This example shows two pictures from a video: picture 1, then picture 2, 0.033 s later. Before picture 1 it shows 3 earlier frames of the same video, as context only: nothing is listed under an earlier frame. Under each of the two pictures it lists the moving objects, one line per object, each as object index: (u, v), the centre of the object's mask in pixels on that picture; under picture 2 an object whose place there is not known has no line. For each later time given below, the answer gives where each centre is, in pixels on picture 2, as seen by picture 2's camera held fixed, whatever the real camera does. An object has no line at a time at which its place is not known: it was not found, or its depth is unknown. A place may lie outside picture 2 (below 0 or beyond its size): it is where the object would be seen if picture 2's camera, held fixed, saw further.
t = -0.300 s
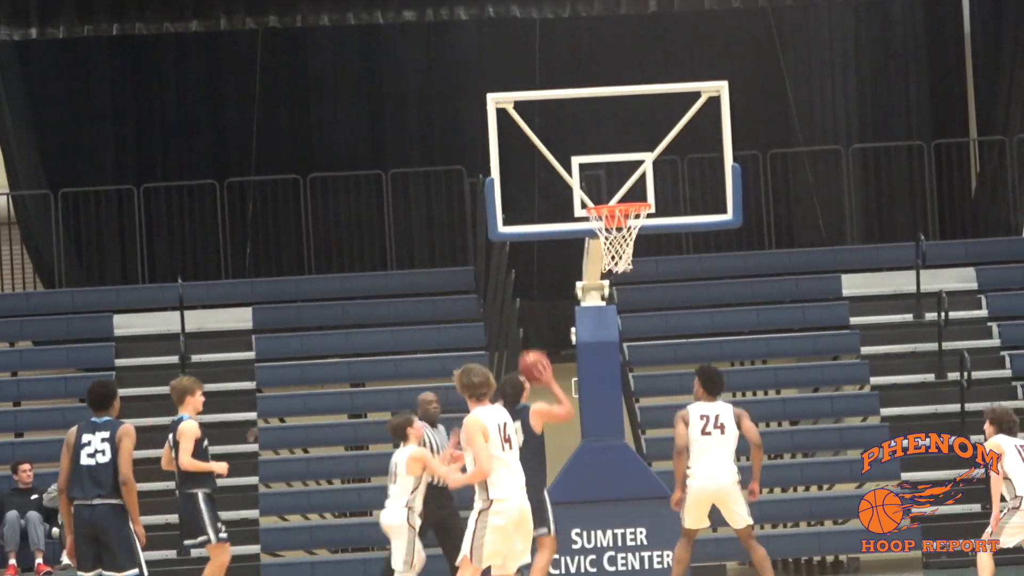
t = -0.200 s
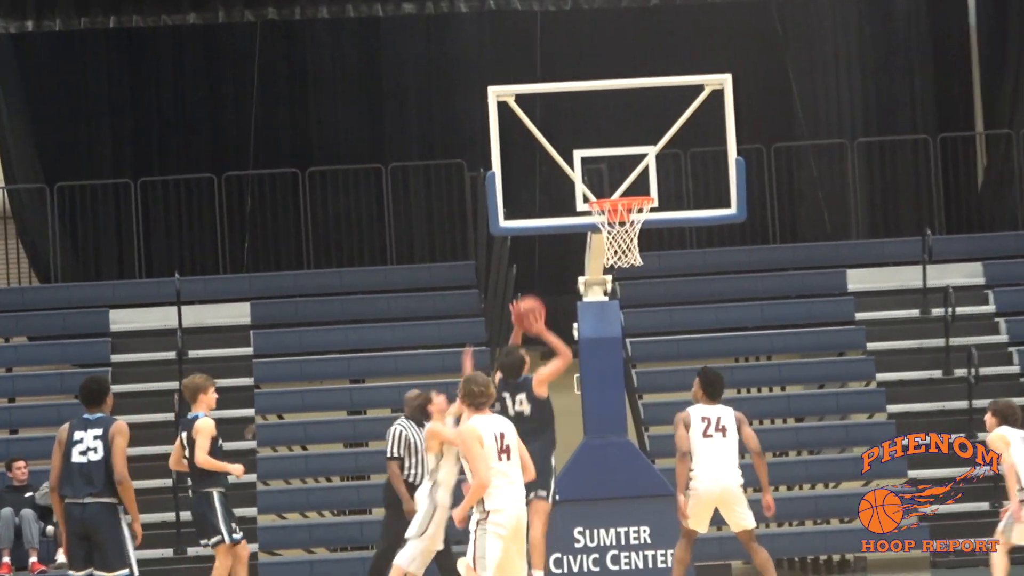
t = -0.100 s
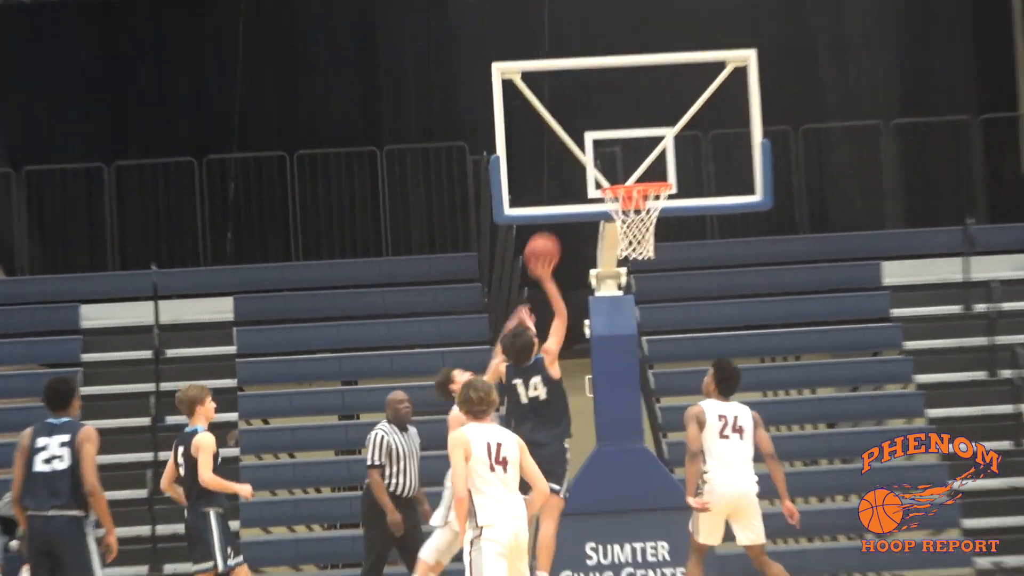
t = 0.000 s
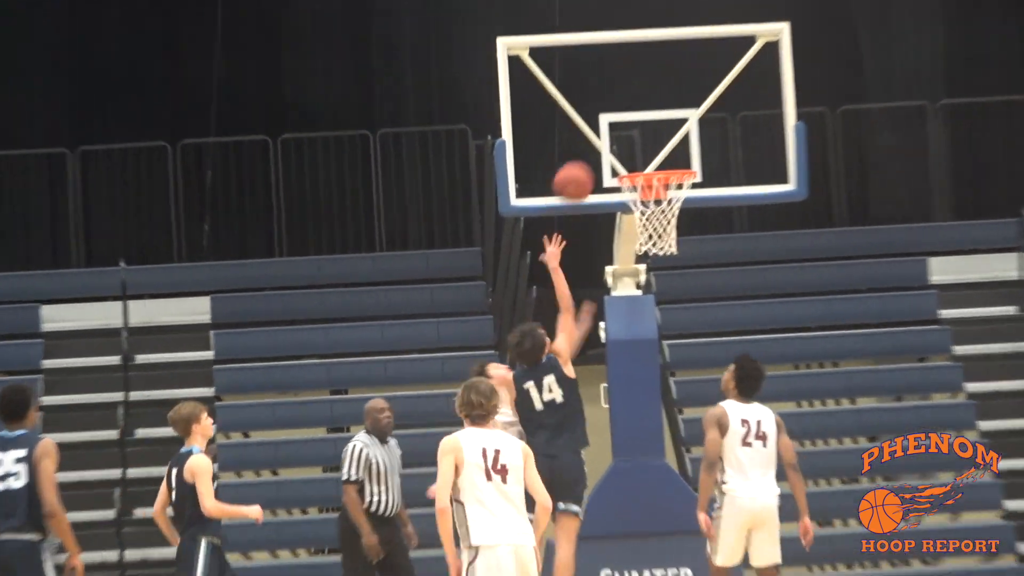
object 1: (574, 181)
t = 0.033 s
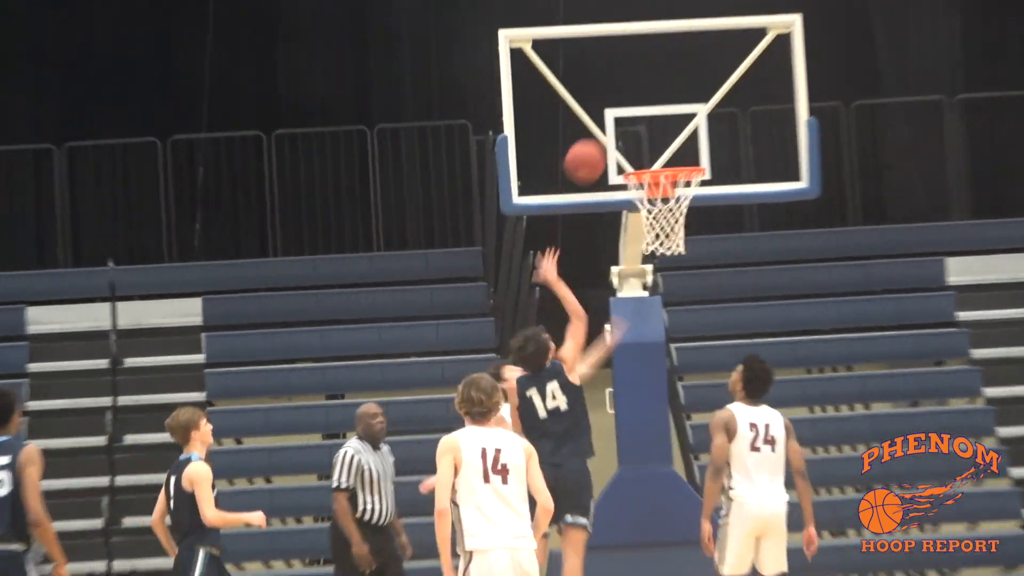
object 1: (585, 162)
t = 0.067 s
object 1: (590, 145)
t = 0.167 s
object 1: (613, 93)
